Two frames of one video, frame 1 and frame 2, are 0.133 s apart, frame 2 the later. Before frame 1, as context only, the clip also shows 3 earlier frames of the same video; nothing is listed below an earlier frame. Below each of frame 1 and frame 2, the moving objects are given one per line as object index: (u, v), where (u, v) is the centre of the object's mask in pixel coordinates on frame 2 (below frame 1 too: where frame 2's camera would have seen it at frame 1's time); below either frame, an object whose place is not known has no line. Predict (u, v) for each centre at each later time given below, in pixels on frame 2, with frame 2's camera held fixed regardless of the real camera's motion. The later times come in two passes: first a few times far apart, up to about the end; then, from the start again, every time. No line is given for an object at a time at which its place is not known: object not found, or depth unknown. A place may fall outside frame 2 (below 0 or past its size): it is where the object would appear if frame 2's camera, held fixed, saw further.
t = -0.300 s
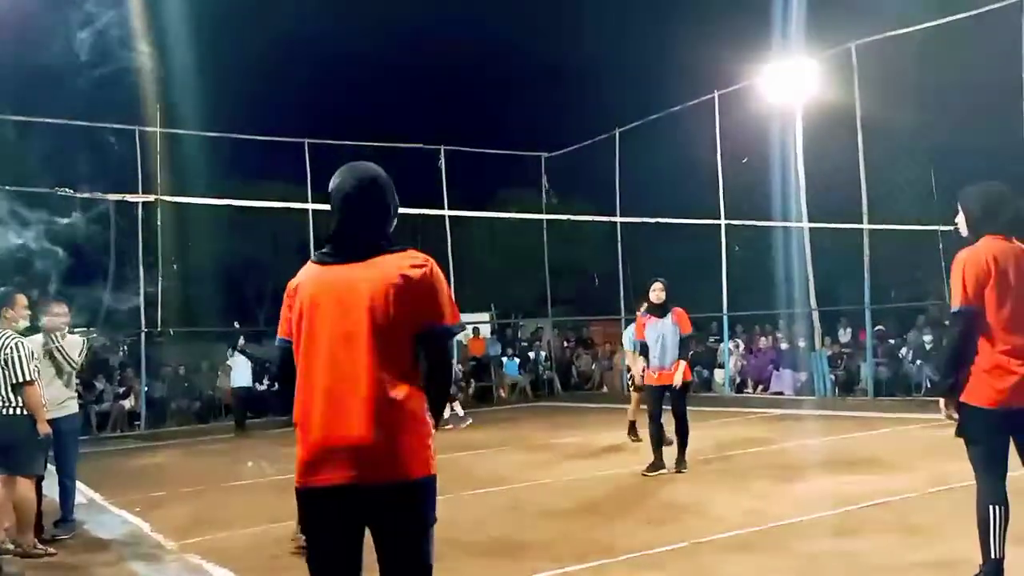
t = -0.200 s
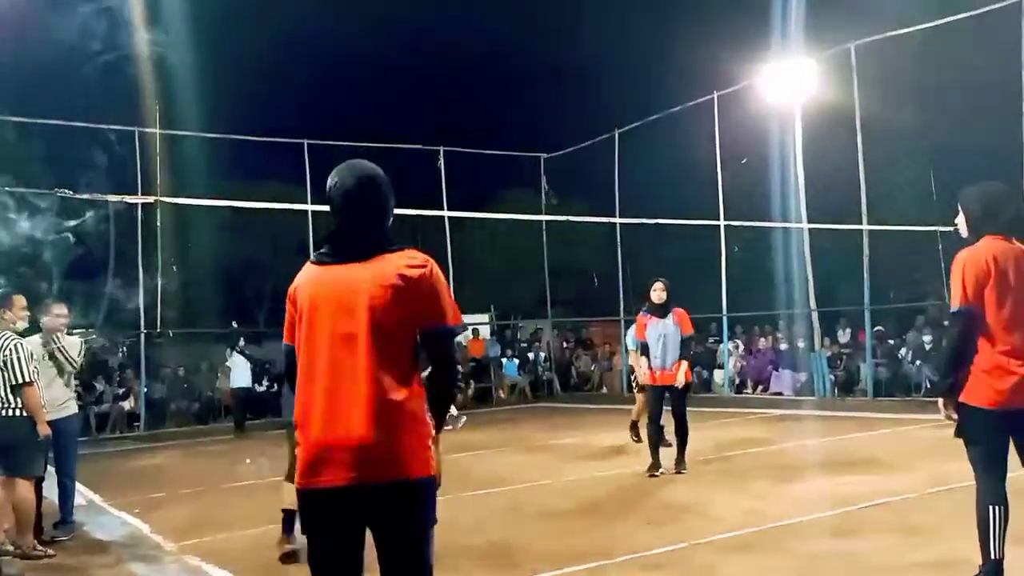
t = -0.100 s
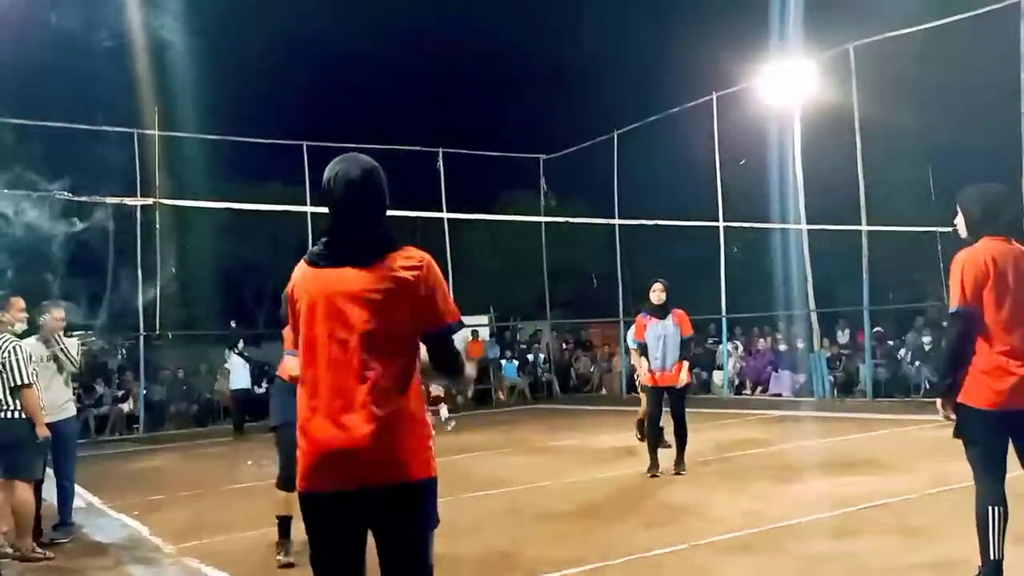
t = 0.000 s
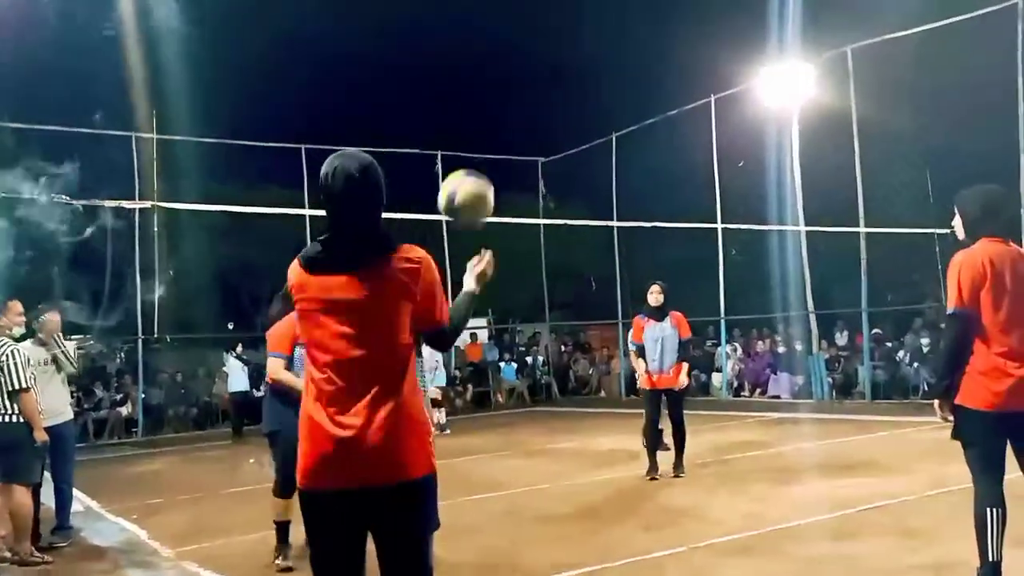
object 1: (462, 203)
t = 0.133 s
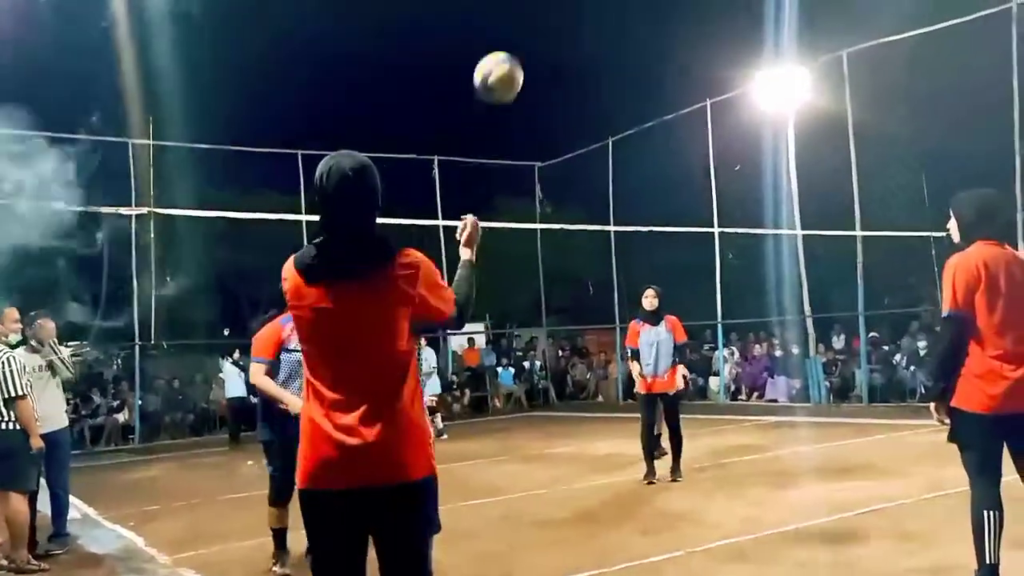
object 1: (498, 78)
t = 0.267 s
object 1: (529, 16)
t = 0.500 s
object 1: (576, 9)
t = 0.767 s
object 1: (621, 97)
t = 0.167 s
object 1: (506, 57)
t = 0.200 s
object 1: (514, 40)
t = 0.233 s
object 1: (522, 27)
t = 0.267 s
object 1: (529, 16)
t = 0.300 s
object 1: (537, 9)
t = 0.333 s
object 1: (543, 5)
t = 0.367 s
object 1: (550, 3)
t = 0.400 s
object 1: (557, 1)
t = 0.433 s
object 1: (564, 1)
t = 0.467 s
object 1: (570, 4)
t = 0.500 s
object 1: (576, 9)
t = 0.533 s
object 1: (582, 15)
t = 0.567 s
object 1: (588, 23)
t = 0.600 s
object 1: (594, 33)
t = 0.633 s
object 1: (600, 44)
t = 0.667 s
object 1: (605, 56)
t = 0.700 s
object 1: (611, 68)
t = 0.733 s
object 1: (616, 82)
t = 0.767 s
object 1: (621, 97)
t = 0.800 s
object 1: (626, 112)
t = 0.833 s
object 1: (631, 129)
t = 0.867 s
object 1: (636, 146)
